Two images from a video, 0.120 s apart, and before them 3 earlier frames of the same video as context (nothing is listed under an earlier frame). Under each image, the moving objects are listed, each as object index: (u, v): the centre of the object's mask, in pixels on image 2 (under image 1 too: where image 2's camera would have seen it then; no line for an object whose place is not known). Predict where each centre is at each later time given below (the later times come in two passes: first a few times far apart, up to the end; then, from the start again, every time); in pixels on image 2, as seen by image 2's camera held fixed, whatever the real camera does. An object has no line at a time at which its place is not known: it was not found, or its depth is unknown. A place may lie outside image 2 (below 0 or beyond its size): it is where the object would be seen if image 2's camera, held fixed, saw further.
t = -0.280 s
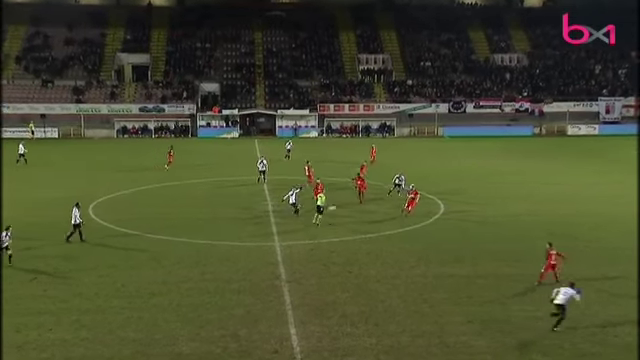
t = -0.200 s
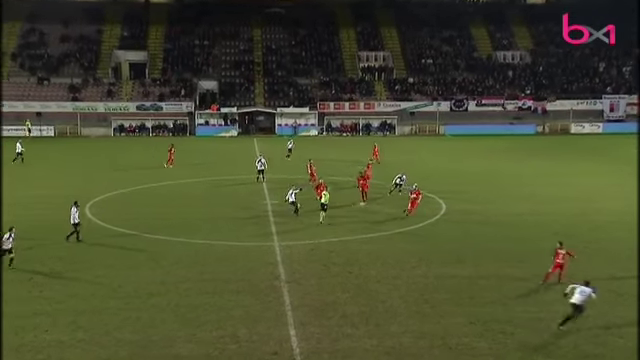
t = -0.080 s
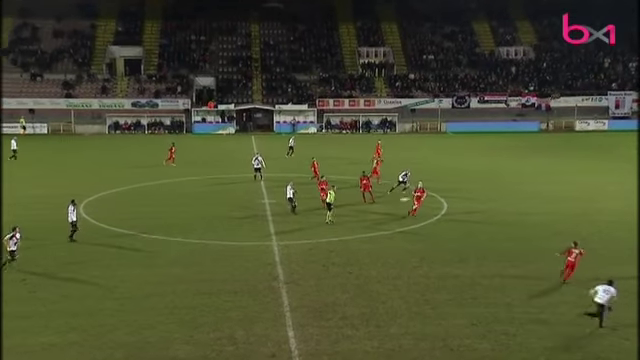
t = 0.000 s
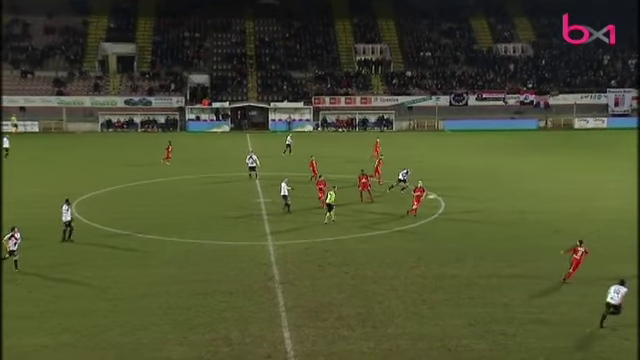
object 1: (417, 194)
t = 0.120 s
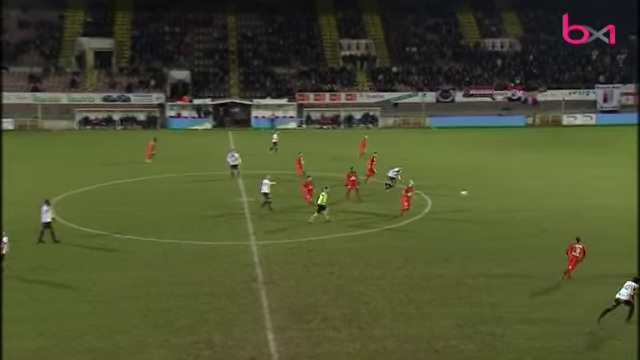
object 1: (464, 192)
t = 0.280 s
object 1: (523, 194)
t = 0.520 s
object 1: (613, 201)
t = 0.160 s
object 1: (479, 193)
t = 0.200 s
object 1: (494, 193)
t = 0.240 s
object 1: (509, 194)
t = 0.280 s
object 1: (523, 194)
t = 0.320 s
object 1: (539, 194)
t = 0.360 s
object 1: (554, 195)
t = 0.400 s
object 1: (568, 197)
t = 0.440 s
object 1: (583, 198)
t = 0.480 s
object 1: (598, 199)
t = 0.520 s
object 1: (613, 201)
